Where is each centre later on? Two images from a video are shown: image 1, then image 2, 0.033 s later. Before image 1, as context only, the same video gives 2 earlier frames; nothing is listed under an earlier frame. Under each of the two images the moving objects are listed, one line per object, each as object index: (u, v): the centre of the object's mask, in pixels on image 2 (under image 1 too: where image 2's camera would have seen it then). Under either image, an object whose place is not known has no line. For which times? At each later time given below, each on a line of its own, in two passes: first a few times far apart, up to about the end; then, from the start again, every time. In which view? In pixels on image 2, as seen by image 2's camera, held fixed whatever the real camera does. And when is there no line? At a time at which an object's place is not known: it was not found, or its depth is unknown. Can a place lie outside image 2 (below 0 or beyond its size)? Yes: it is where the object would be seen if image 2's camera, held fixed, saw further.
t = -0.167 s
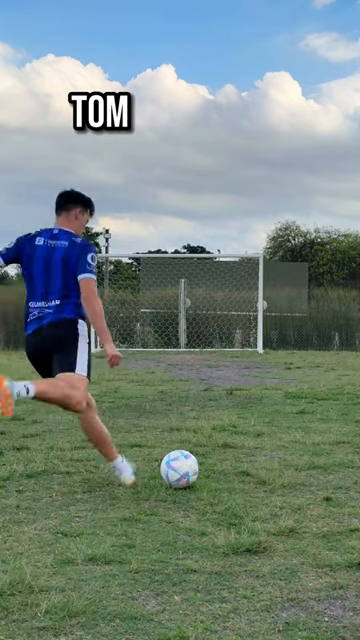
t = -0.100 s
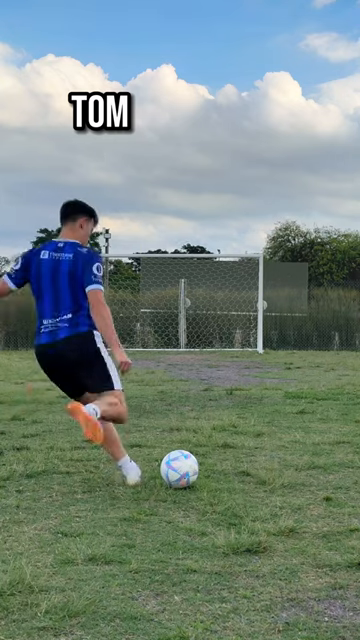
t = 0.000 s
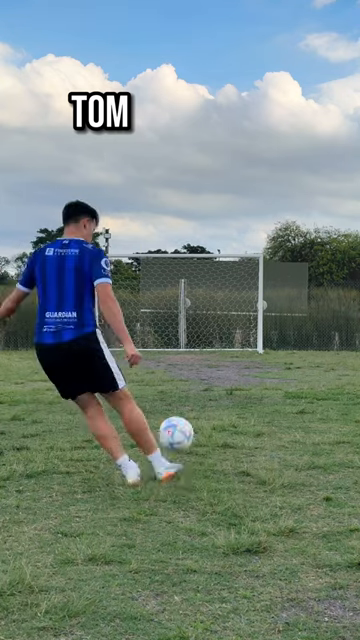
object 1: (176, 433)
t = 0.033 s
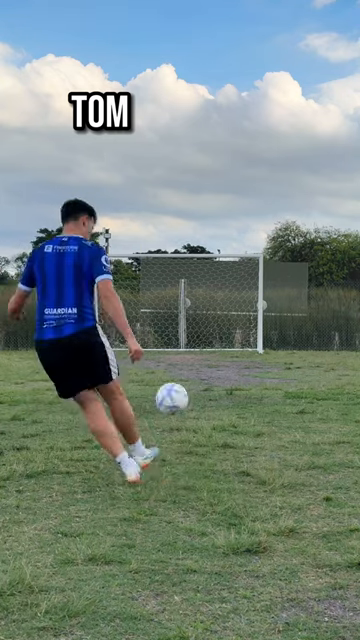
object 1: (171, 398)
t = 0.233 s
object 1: (155, 286)
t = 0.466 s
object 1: (143, 251)
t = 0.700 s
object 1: (135, 255)
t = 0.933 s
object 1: (128, 277)
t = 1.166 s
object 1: (124, 322)
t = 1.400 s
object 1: (132, 309)
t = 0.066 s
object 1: (168, 369)
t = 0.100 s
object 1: (165, 345)
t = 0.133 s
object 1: (162, 326)
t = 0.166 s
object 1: (159, 310)
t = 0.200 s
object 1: (157, 297)
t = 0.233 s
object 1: (155, 286)
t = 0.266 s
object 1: (153, 277)
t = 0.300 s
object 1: (151, 270)
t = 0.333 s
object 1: (150, 264)
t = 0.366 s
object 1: (148, 259)
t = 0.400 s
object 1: (146, 256)
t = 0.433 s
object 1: (145, 253)
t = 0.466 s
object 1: (143, 251)
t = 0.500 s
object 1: (142, 250)
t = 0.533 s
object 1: (141, 250)
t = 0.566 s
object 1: (140, 250)
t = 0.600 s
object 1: (138, 250)
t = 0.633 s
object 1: (137, 252)
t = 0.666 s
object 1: (136, 253)
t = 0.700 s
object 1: (135, 255)
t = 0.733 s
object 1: (134, 258)
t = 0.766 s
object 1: (133, 260)
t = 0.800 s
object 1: (133, 262)
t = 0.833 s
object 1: (131, 267)
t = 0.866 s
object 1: (130, 269)
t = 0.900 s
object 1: (129, 274)
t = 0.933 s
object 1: (128, 277)
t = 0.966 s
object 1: (127, 282)
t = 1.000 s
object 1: (126, 286)
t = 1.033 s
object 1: (125, 290)
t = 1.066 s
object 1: (124, 292)
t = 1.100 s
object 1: (123, 300)
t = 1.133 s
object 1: (124, 310)
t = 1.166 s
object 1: (124, 322)
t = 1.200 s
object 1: (125, 335)
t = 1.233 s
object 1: (125, 346)
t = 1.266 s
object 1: (127, 341)
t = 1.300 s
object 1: (128, 332)
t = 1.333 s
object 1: (129, 324)
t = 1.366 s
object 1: (130, 316)
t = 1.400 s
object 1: (132, 309)
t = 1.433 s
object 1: (133, 302)
